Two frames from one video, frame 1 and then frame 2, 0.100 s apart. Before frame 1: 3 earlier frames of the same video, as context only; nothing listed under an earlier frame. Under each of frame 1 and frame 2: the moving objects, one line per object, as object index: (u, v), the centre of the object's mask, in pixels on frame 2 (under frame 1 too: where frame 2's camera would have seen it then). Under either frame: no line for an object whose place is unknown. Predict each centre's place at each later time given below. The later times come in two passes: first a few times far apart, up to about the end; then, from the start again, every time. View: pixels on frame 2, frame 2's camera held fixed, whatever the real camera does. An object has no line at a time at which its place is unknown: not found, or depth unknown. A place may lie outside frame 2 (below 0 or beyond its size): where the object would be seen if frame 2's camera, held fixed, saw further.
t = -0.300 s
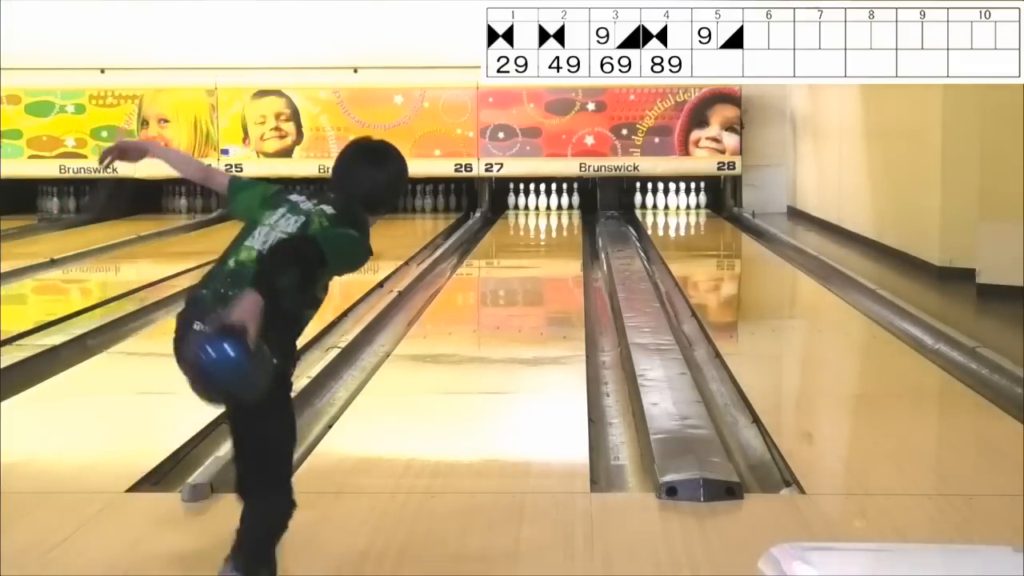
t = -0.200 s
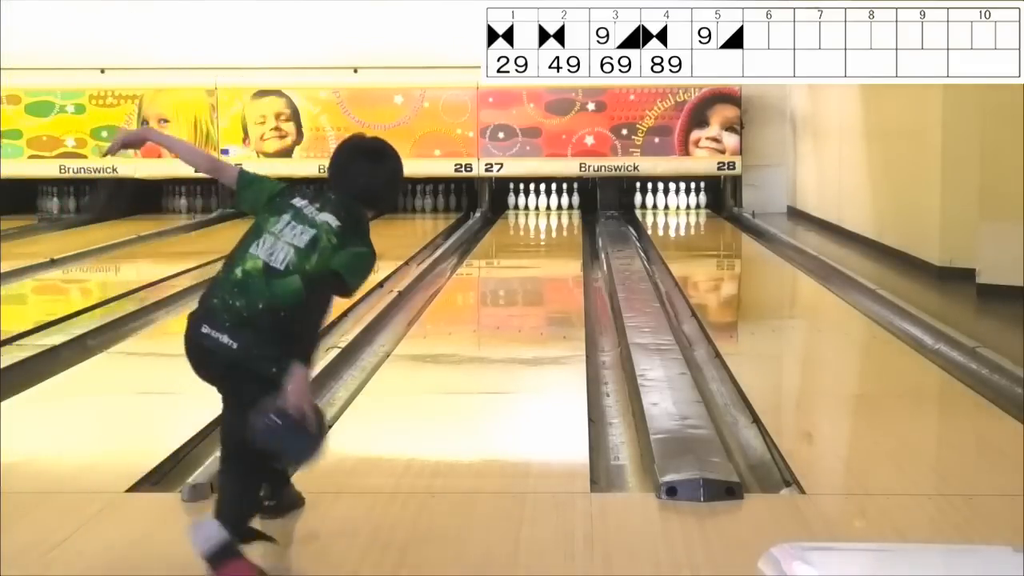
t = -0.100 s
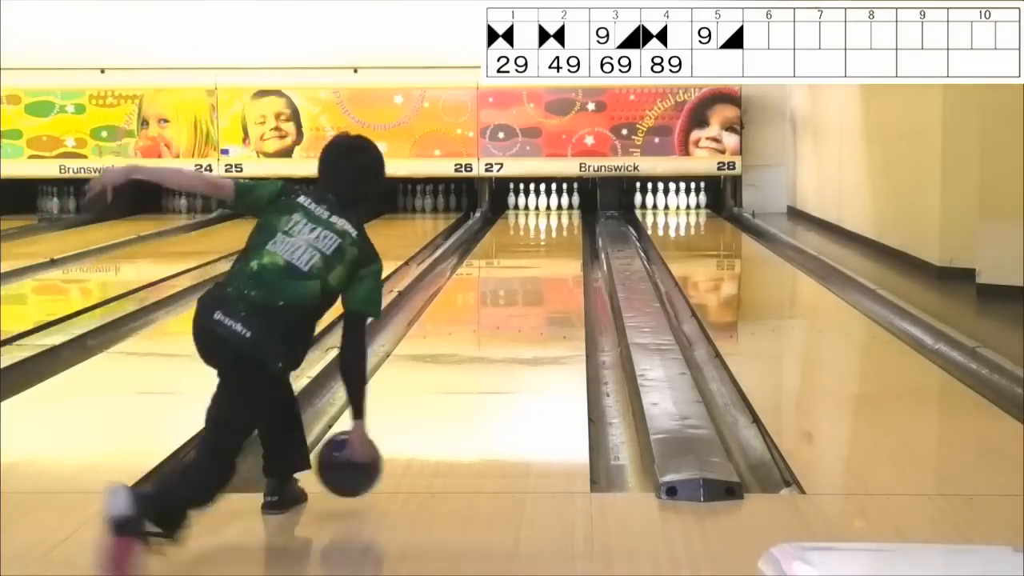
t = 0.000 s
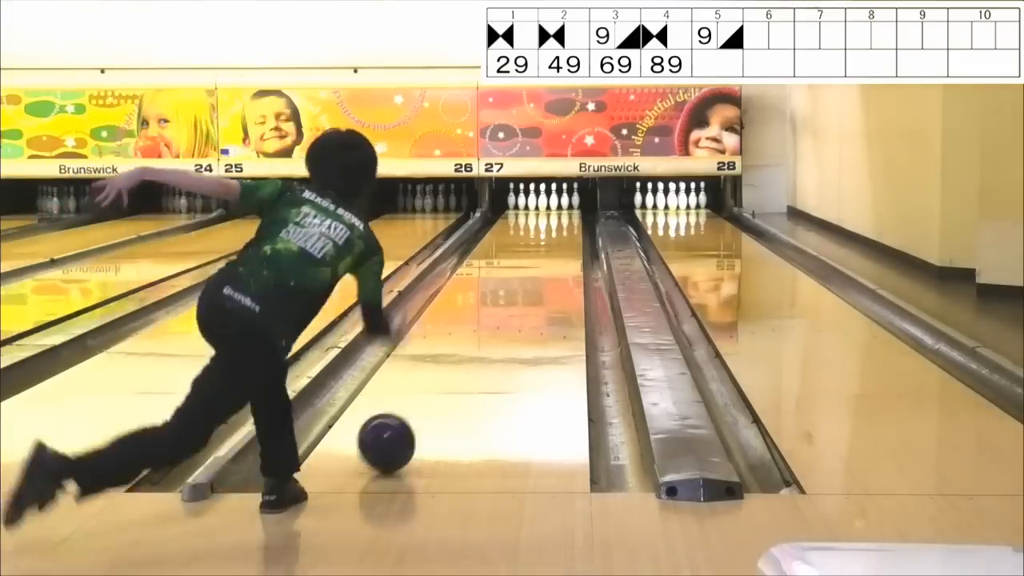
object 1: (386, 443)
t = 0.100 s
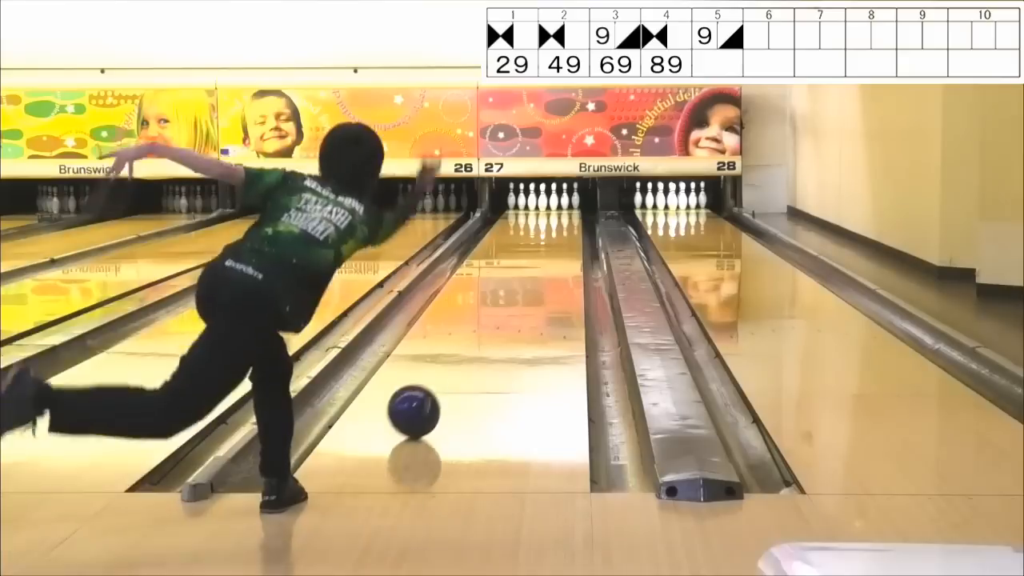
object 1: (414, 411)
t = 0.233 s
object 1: (443, 377)
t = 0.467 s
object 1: (480, 334)
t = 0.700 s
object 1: (505, 303)
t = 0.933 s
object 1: (524, 280)
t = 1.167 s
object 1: (537, 263)
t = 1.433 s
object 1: (549, 247)
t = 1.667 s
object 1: (557, 236)
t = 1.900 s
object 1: (561, 227)
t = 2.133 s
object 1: (562, 219)
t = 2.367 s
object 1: (557, 213)
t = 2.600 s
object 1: (551, 208)
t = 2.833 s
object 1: (545, 203)
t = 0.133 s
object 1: (422, 402)
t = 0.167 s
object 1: (429, 393)
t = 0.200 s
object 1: (436, 385)
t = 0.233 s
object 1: (443, 377)
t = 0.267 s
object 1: (449, 370)
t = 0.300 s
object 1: (455, 363)
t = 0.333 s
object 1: (460, 357)
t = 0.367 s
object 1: (466, 351)
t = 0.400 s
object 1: (471, 345)
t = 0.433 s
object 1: (475, 340)
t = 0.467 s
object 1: (480, 334)
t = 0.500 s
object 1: (484, 329)
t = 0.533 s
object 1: (488, 325)
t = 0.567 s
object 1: (492, 320)
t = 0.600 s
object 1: (495, 315)
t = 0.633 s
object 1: (499, 311)
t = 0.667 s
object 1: (502, 307)
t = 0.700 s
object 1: (505, 303)
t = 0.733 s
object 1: (508, 299)
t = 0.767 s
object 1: (511, 296)
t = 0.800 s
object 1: (514, 292)
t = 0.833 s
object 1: (517, 289)
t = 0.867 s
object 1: (519, 286)
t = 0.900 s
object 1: (522, 283)
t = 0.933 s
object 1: (524, 280)
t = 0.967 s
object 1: (526, 277)
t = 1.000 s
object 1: (528, 275)
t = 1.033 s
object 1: (530, 273)
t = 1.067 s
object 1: (532, 270)
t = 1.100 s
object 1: (533, 268)
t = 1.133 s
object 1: (535, 265)
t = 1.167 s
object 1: (537, 263)
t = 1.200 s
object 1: (539, 261)
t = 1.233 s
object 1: (540, 258)
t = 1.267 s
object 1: (542, 256)
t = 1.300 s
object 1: (544, 254)
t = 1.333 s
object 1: (545, 252)
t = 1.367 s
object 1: (547, 250)
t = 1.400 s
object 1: (548, 249)
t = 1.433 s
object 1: (549, 247)
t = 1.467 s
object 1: (550, 245)
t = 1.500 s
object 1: (552, 244)
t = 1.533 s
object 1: (553, 242)
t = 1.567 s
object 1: (554, 241)
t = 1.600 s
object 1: (555, 239)
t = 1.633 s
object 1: (556, 238)
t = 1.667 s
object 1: (557, 236)
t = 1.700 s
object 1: (558, 234)
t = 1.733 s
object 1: (559, 233)
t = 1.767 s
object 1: (560, 232)
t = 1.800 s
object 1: (560, 230)
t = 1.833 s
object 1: (561, 229)
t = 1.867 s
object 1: (561, 228)
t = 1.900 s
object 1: (561, 227)
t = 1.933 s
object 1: (562, 226)
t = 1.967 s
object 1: (562, 225)
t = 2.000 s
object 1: (562, 223)
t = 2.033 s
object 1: (562, 222)
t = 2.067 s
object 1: (562, 221)
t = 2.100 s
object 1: (562, 220)
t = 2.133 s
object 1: (562, 219)
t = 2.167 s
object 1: (561, 218)
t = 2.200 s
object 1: (561, 217)
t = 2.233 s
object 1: (560, 217)
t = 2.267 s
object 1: (559, 215)
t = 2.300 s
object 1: (559, 214)
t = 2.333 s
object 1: (558, 214)
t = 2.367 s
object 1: (557, 213)
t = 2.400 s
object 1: (556, 212)
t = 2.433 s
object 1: (556, 212)
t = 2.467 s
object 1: (555, 211)
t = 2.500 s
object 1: (553, 210)
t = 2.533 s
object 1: (553, 209)
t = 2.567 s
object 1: (552, 208)
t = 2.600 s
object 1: (551, 208)
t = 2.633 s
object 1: (549, 207)
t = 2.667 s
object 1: (548, 206)
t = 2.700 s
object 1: (547, 206)
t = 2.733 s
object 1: (546, 205)
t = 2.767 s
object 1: (545, 204)
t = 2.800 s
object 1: (545, 204)
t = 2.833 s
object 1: (545, 203)
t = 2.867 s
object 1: (544, 204)
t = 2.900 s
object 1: (543, 203)
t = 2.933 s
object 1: (543, 203)
